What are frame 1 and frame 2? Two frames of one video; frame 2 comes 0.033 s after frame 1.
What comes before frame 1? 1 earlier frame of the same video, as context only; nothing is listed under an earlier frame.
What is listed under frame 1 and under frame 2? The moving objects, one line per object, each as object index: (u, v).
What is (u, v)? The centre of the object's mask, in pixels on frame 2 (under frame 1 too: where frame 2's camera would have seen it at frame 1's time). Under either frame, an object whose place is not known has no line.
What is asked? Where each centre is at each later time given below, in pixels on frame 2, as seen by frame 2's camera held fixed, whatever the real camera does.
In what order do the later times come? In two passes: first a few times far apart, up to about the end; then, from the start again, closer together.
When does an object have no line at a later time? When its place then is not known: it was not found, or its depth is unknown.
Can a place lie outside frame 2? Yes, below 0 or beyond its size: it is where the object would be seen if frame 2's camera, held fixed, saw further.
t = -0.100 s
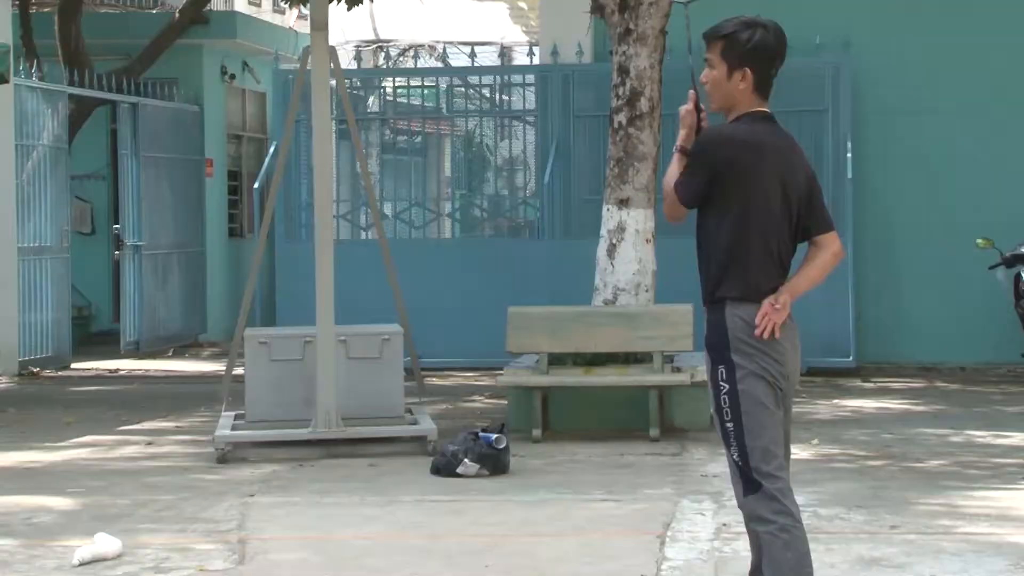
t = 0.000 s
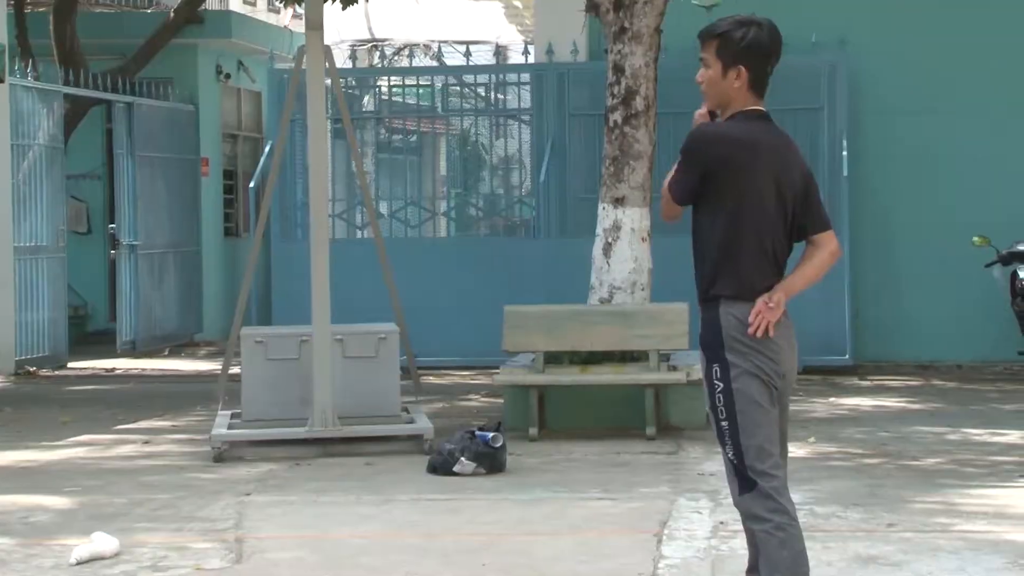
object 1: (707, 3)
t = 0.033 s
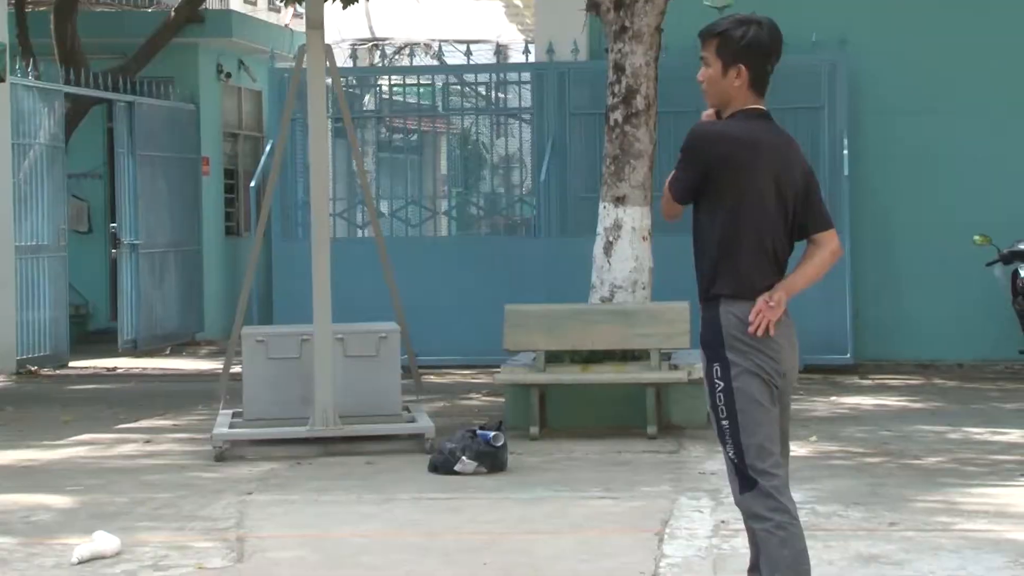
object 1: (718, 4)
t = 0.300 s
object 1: (838, 33)
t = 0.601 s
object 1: (916, 270)
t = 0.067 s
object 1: (730, 5)
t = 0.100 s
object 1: (744, 6)
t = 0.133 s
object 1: (758, 7)
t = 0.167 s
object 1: (773, 9)
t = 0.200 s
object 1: (788, 13)
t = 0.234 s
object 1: (802, 19)
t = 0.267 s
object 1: (819, 25)
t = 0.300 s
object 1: (838, 33)
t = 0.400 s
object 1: (885, 82)
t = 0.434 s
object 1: (898, 107)
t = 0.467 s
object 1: (911, 134)
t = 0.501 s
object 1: (921, 166)
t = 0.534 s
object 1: (924, 201)
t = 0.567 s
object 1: (921, 236)
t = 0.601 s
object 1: (916, 270)
